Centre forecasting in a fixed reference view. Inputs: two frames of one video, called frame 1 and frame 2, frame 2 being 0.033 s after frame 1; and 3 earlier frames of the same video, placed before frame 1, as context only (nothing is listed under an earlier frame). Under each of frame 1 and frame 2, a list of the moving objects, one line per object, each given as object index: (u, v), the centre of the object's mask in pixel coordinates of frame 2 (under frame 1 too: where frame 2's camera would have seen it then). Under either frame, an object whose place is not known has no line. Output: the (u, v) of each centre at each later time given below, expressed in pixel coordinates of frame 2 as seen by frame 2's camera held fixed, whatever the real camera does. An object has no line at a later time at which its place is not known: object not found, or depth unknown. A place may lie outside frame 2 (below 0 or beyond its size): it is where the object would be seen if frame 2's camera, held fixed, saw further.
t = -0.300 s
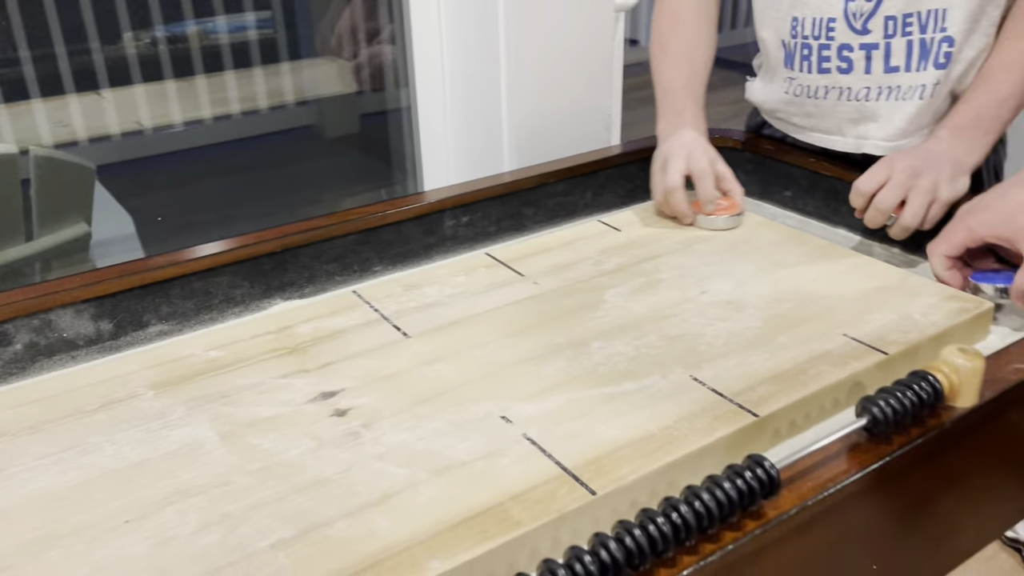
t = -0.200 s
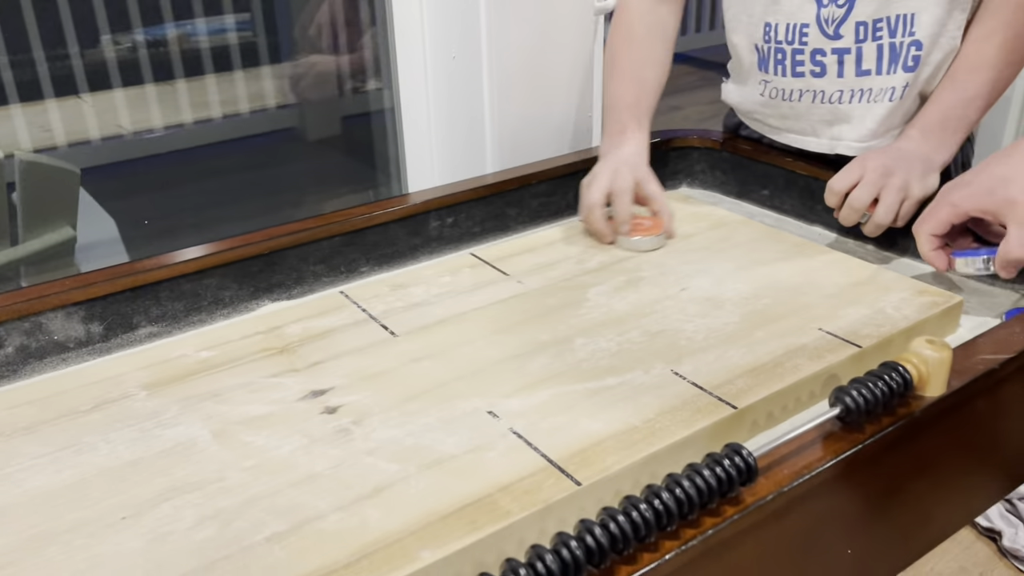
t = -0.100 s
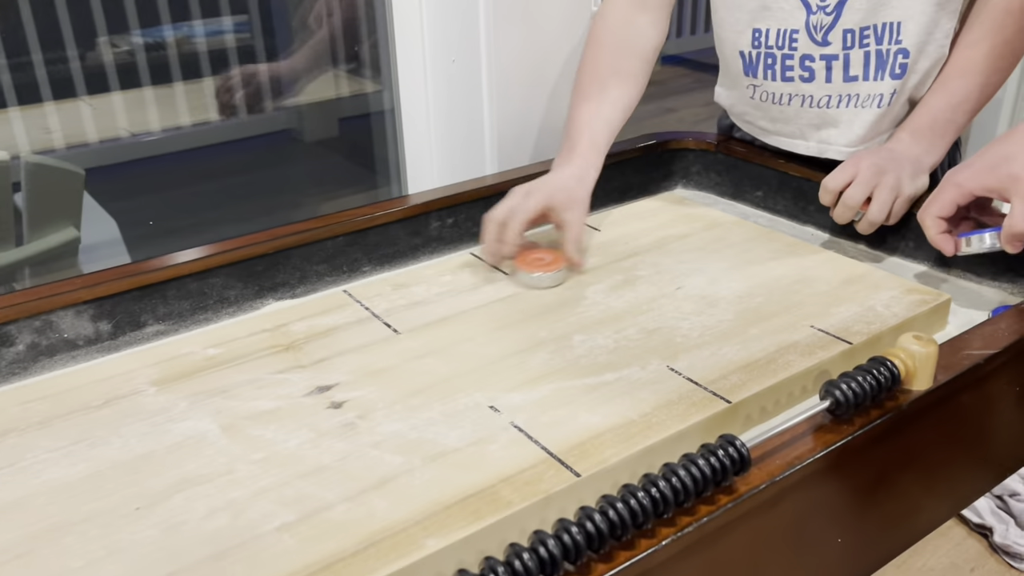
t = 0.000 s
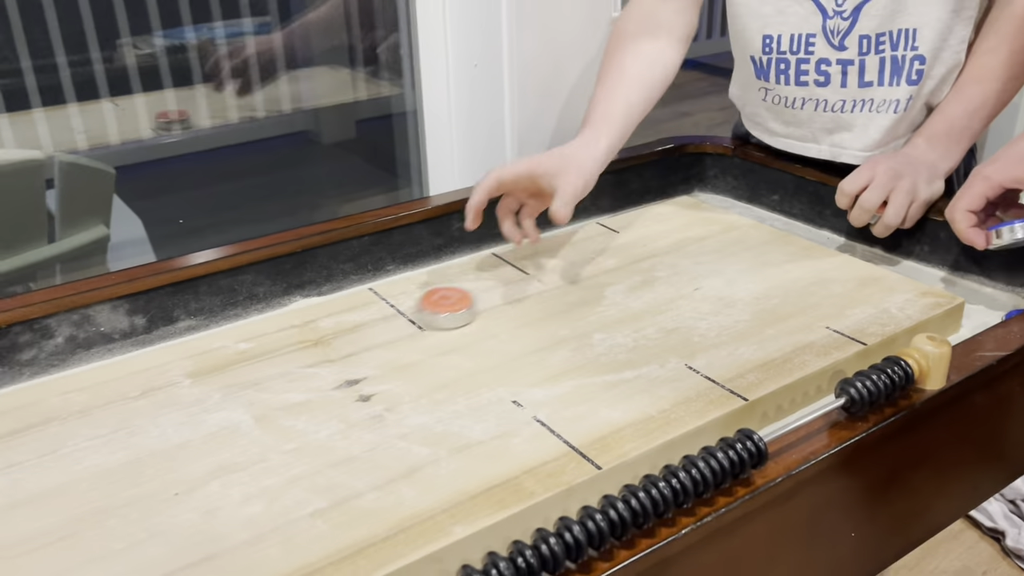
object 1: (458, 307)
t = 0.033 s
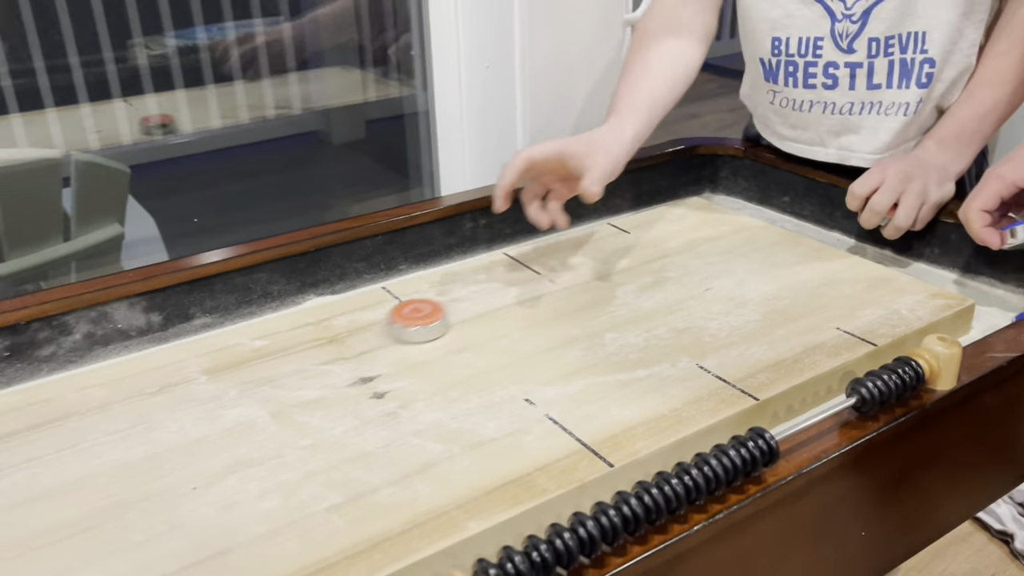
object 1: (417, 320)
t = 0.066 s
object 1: (374, 335)
